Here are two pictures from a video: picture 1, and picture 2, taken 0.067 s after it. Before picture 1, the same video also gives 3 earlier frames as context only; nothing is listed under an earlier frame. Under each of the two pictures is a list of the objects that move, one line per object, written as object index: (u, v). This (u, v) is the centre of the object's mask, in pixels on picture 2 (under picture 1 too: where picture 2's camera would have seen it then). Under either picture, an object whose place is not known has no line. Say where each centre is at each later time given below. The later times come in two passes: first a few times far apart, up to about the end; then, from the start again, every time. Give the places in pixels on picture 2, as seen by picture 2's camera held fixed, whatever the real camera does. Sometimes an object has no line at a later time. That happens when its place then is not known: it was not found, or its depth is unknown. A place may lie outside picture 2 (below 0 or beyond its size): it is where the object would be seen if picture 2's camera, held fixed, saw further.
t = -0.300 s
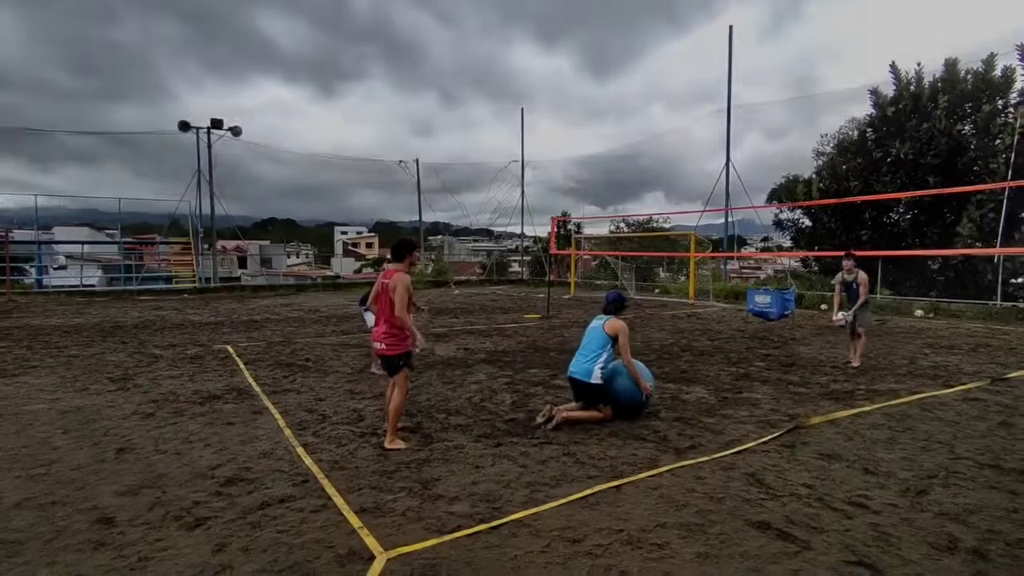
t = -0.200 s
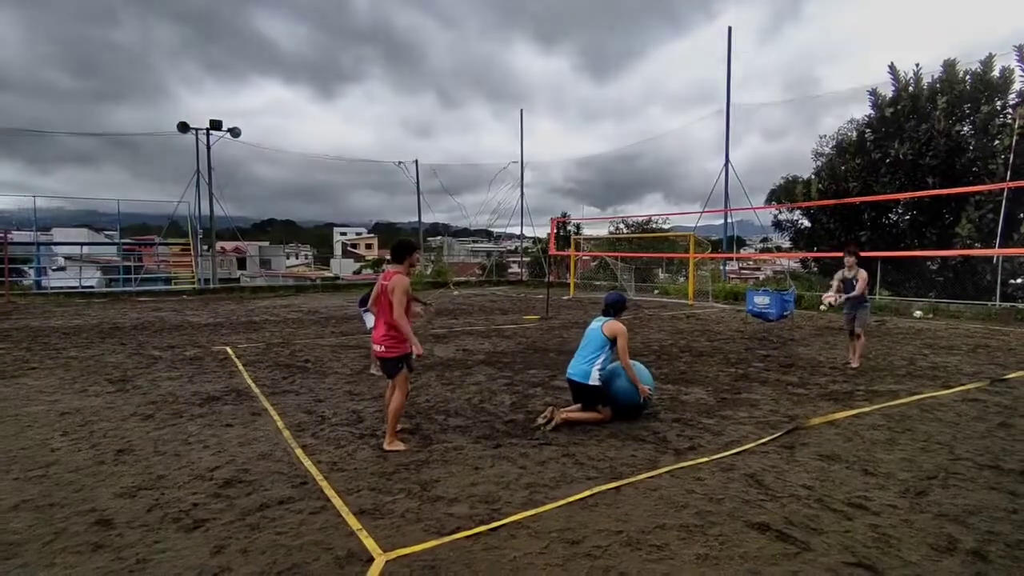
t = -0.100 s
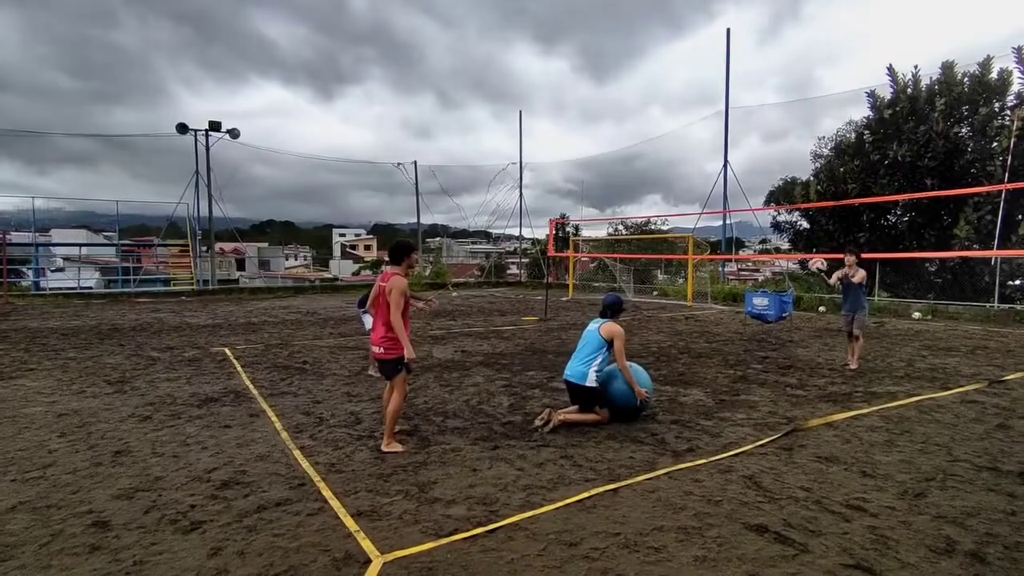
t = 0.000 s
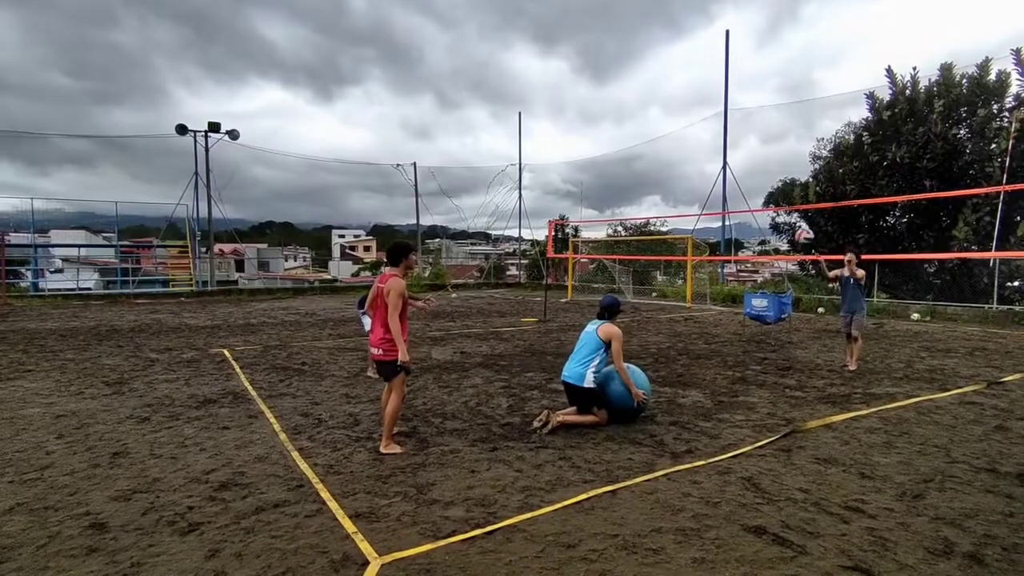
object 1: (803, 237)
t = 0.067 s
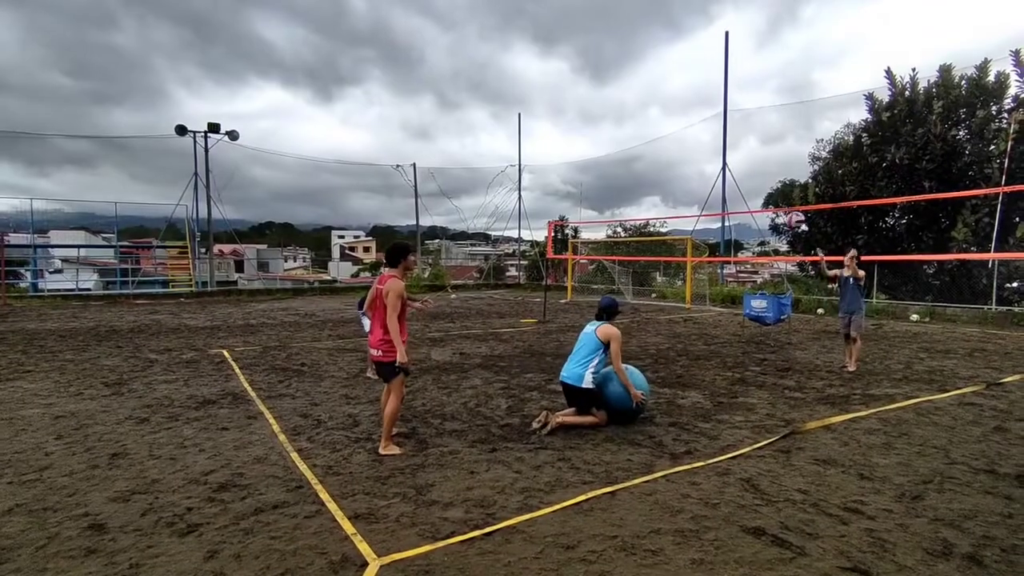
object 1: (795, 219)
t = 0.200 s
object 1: (777, 195)
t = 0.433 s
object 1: (743, 182)
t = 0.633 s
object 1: (709, 209)
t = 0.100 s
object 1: (791, 212)
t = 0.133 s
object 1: (786, 205)
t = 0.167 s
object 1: (782, 199)
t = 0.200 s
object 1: (777, 195)
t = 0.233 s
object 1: (772, 191)
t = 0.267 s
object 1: (767, 186)
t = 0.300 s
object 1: (763, 184)
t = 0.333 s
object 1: (758, 182)
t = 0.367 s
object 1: (753, 181)
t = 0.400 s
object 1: (748, 181)
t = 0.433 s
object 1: (743, 182)
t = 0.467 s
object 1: (737, 184)
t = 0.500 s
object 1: (733, 187)
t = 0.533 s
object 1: (727, 191)
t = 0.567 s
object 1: (721, 196)
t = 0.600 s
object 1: (716, 203)
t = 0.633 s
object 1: (709, 209)
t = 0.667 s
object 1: (704, 218)
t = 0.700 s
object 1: (698, 228)
